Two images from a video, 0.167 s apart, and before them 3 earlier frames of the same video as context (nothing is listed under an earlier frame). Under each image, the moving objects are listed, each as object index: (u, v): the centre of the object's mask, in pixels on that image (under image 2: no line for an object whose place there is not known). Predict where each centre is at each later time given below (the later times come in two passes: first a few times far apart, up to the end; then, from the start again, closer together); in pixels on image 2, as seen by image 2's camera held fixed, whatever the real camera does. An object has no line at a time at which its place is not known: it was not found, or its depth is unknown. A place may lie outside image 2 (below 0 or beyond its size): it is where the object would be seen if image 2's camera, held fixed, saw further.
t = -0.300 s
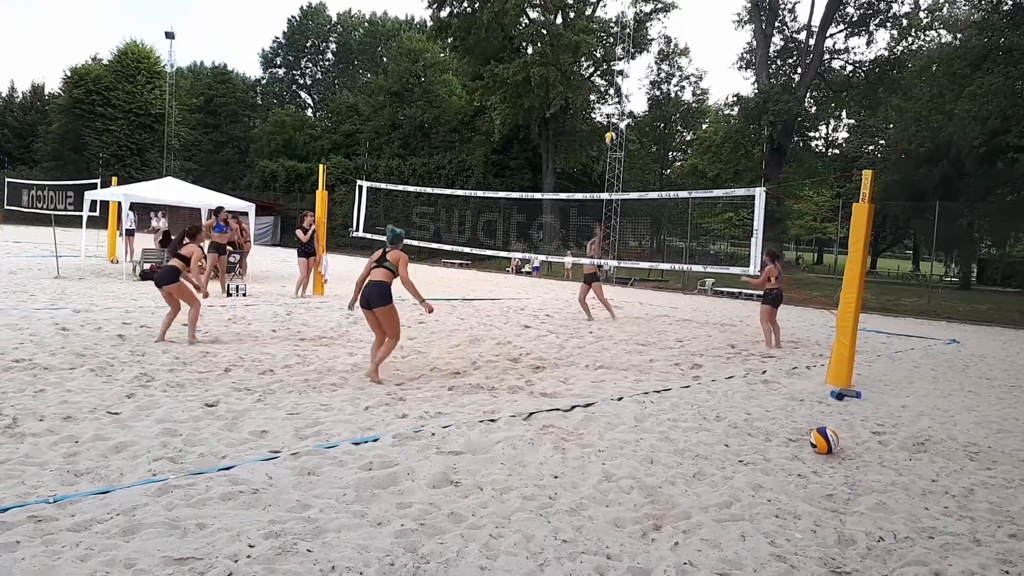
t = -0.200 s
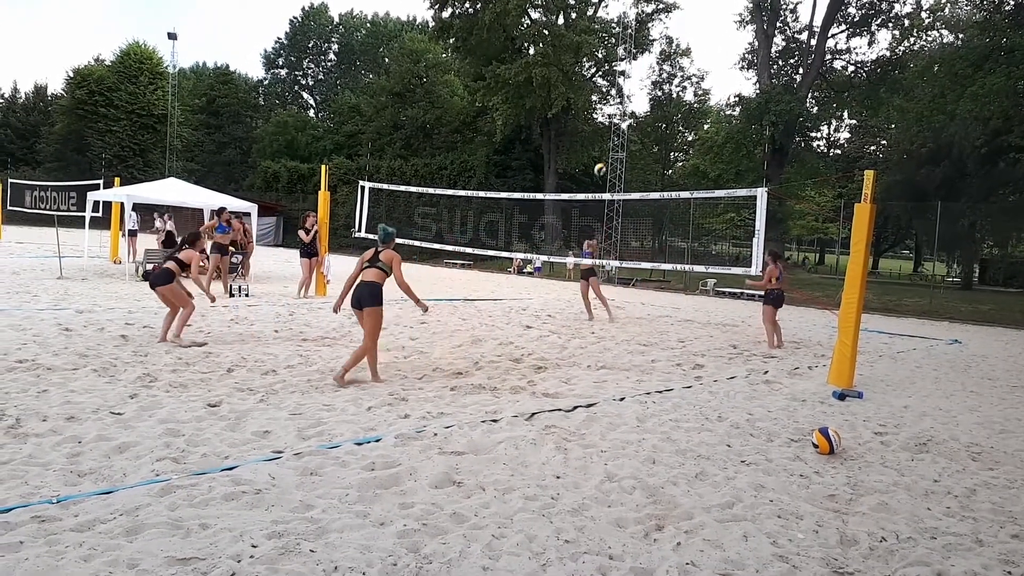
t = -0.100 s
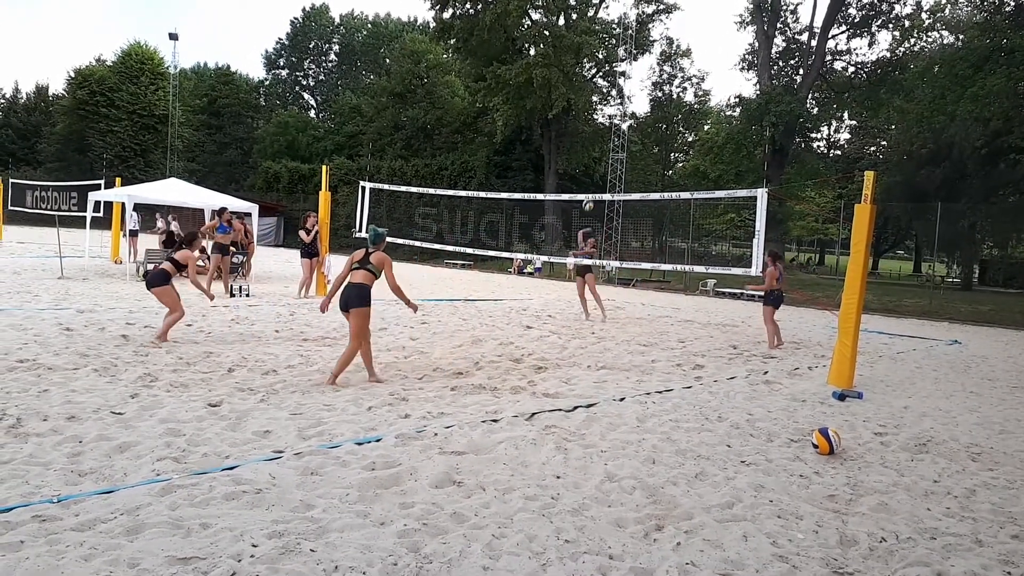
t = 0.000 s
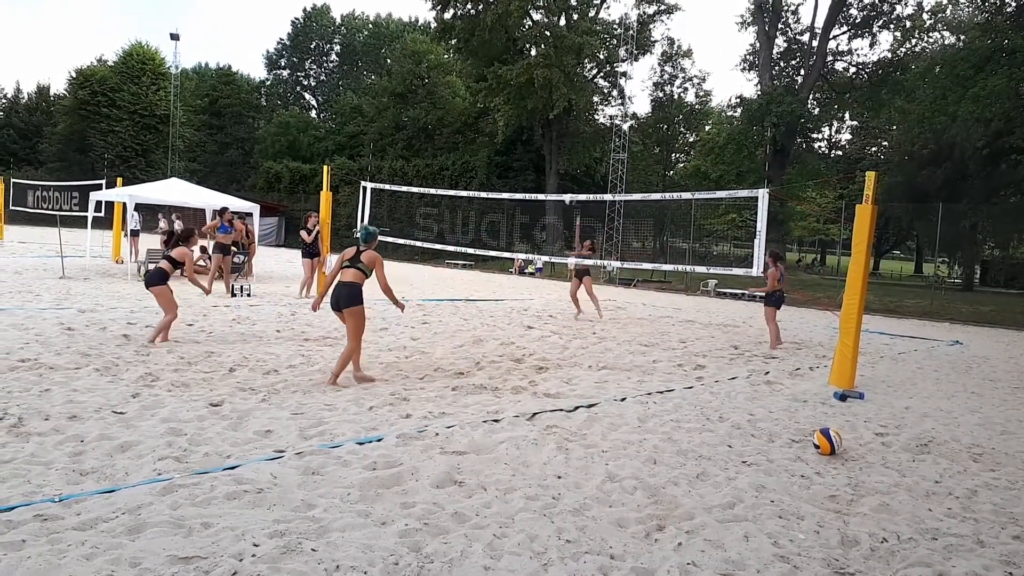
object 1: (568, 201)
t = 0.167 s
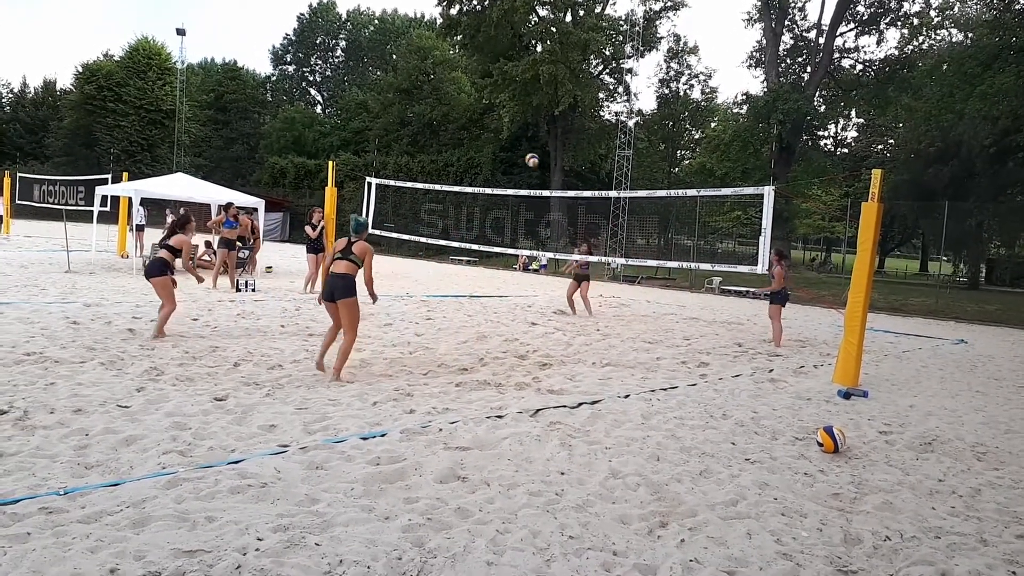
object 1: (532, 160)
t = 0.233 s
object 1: (512, 148)
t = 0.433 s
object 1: (437, 127)
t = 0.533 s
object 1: (391, 125)
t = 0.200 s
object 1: (522, 154)
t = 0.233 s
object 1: (512, 148)
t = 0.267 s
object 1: (501, 144)
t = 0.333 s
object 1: (477, 134)
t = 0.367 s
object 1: (464, 132)
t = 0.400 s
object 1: (451, 129)
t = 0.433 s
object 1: (437, 127)
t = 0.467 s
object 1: (423, 125)
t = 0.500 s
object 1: (407, 125)
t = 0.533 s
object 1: (391, 125)
